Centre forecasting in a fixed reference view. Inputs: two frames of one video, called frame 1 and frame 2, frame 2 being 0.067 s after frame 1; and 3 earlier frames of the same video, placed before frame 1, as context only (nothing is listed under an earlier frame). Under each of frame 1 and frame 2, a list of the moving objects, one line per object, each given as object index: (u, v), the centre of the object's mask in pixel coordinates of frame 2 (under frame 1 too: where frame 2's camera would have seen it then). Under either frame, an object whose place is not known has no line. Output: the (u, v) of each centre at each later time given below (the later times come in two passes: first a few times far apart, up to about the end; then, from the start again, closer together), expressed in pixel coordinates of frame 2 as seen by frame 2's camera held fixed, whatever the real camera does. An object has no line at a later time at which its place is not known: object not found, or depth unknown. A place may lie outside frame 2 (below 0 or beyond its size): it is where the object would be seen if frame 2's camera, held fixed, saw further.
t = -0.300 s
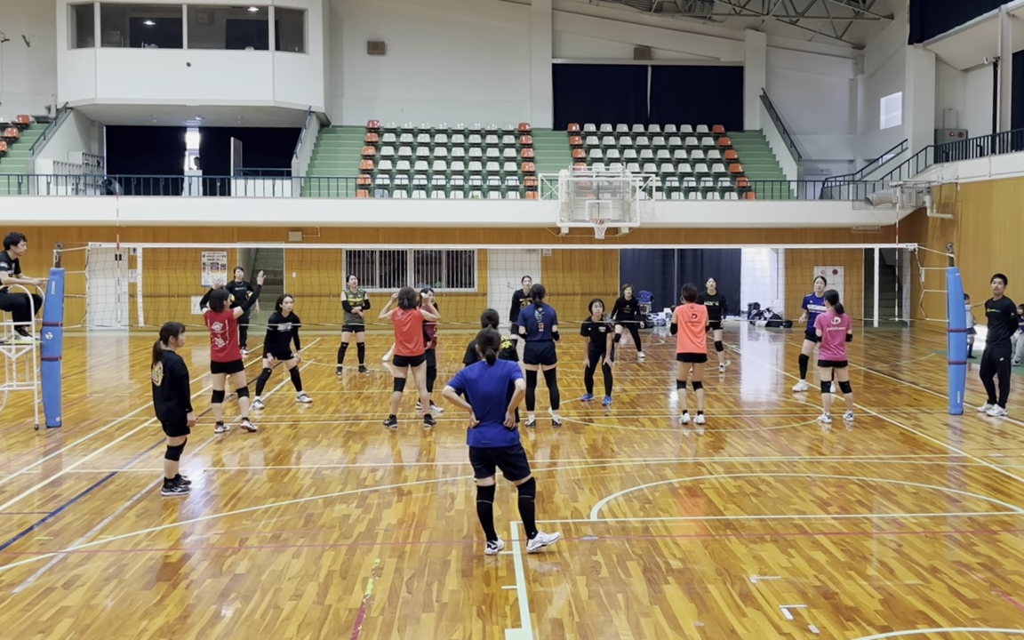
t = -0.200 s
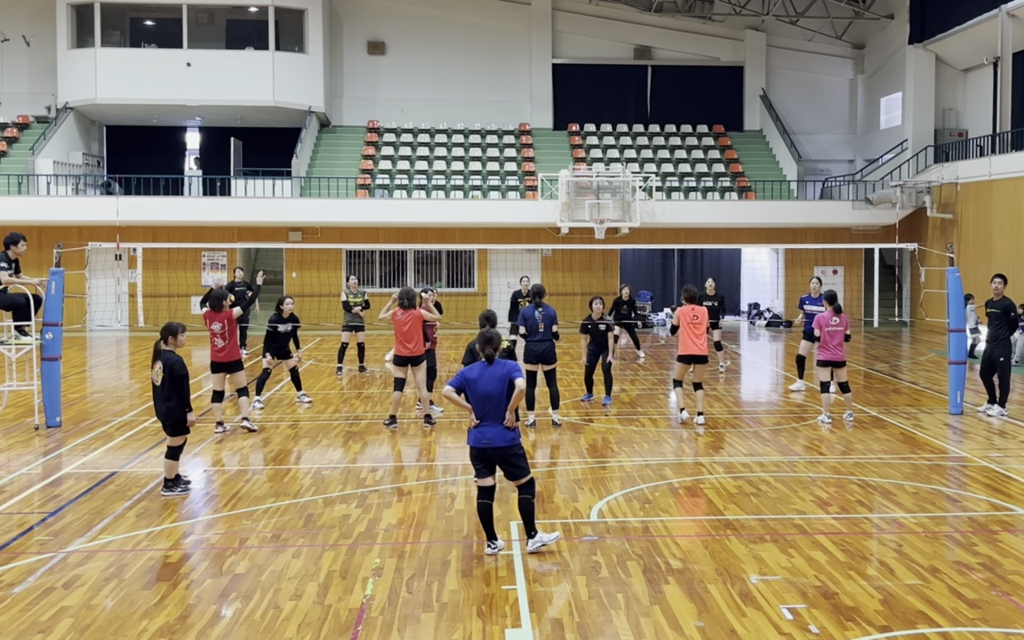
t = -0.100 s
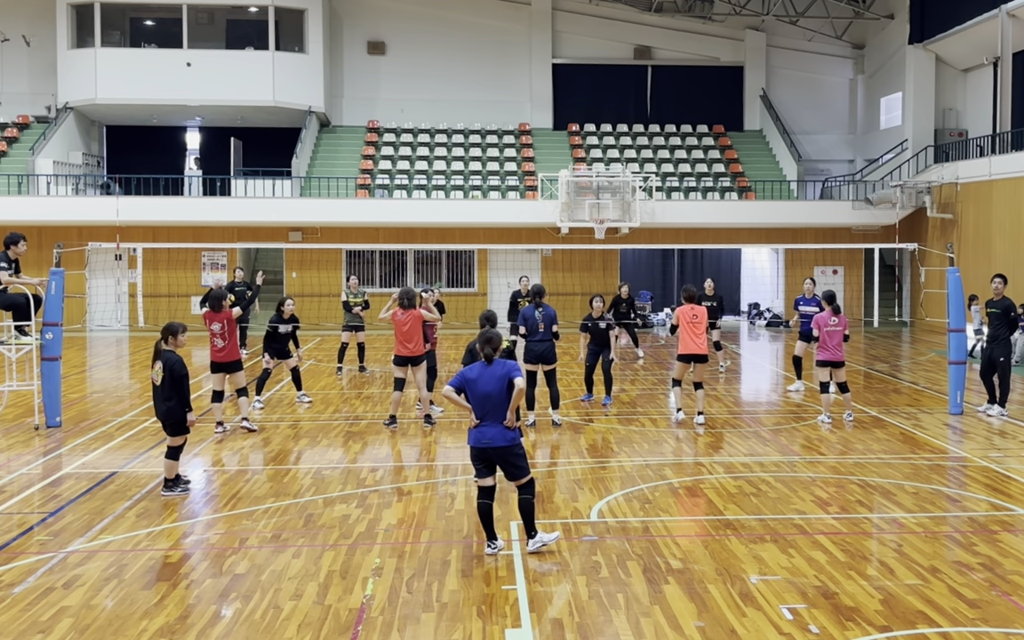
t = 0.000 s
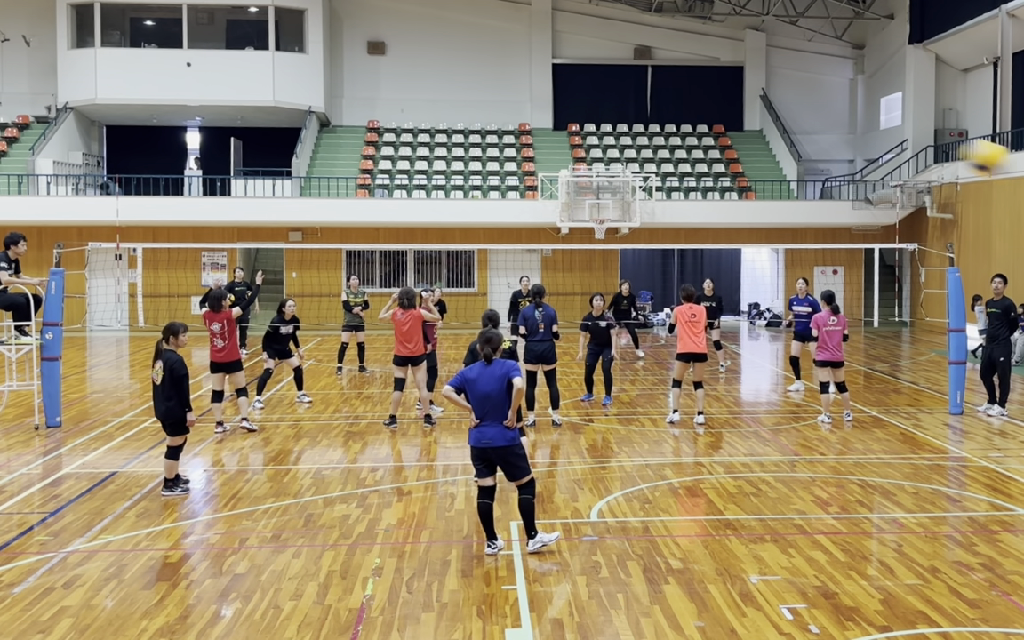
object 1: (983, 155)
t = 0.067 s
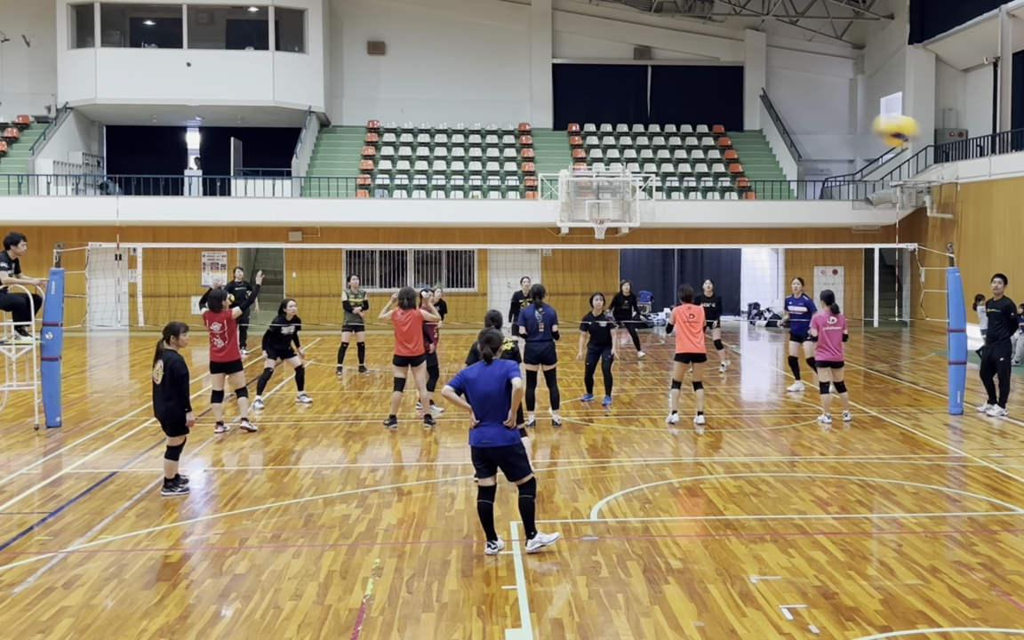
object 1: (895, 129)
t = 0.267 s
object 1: (731, 93)
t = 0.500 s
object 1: (628, 114)
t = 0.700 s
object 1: (572, 155)
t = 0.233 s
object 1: (751, 94)
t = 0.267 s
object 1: (731, 93)
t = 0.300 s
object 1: (713, 92)
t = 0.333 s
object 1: (696, 93)
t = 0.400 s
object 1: (666, 99)
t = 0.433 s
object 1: (652, 103)
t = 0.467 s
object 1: (639, 108)
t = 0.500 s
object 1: (628, 114)
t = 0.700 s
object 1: (572, 155)
